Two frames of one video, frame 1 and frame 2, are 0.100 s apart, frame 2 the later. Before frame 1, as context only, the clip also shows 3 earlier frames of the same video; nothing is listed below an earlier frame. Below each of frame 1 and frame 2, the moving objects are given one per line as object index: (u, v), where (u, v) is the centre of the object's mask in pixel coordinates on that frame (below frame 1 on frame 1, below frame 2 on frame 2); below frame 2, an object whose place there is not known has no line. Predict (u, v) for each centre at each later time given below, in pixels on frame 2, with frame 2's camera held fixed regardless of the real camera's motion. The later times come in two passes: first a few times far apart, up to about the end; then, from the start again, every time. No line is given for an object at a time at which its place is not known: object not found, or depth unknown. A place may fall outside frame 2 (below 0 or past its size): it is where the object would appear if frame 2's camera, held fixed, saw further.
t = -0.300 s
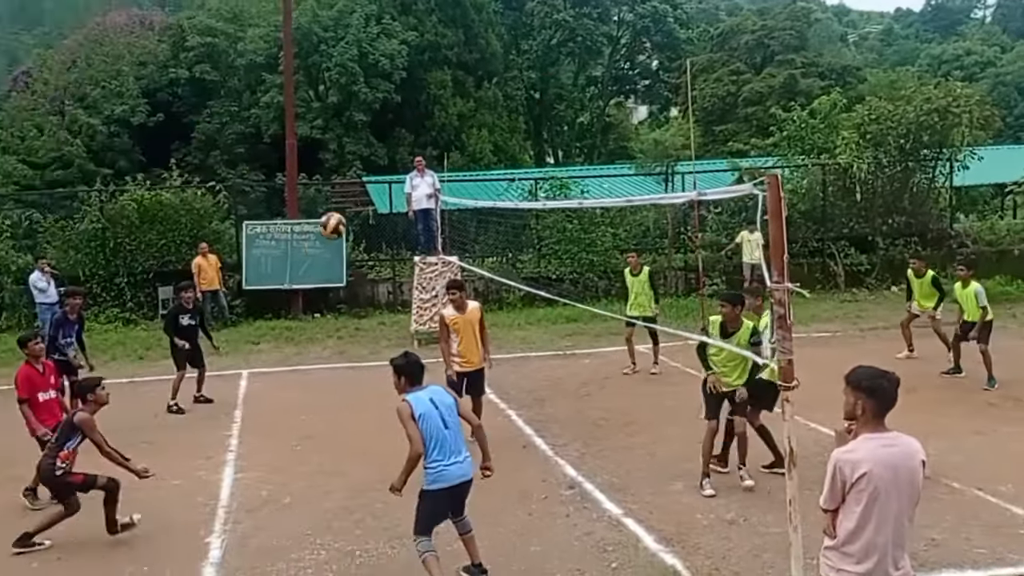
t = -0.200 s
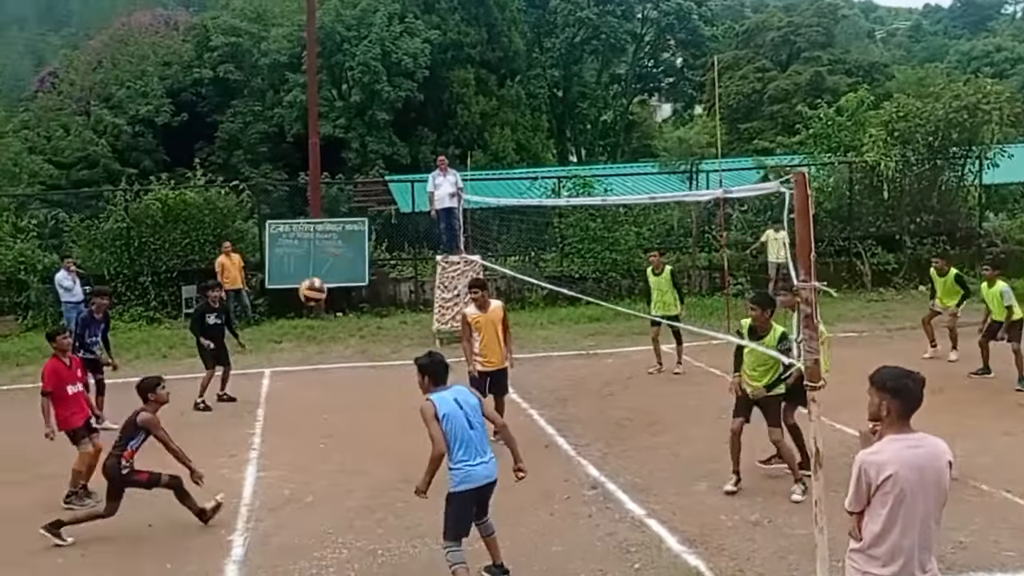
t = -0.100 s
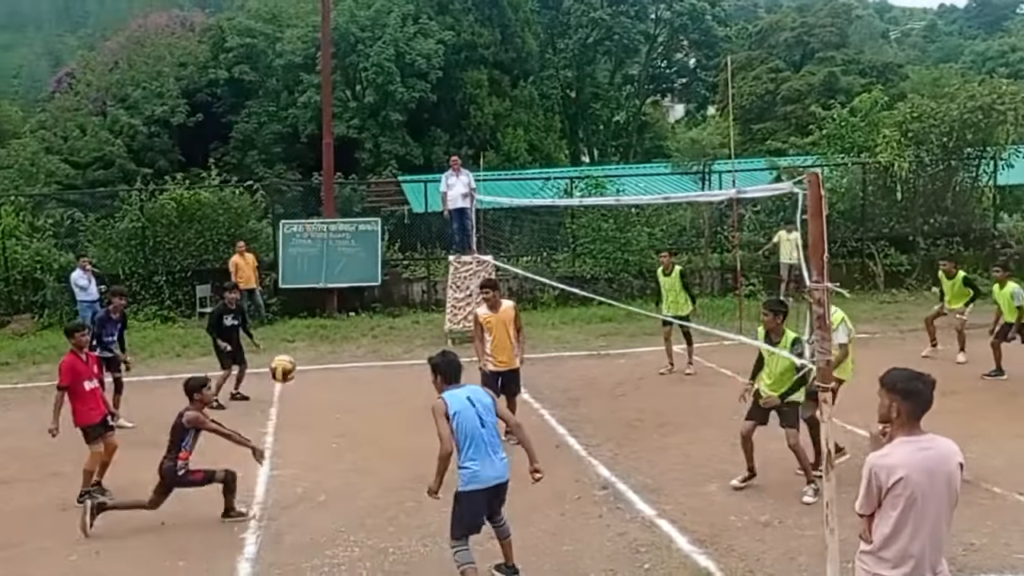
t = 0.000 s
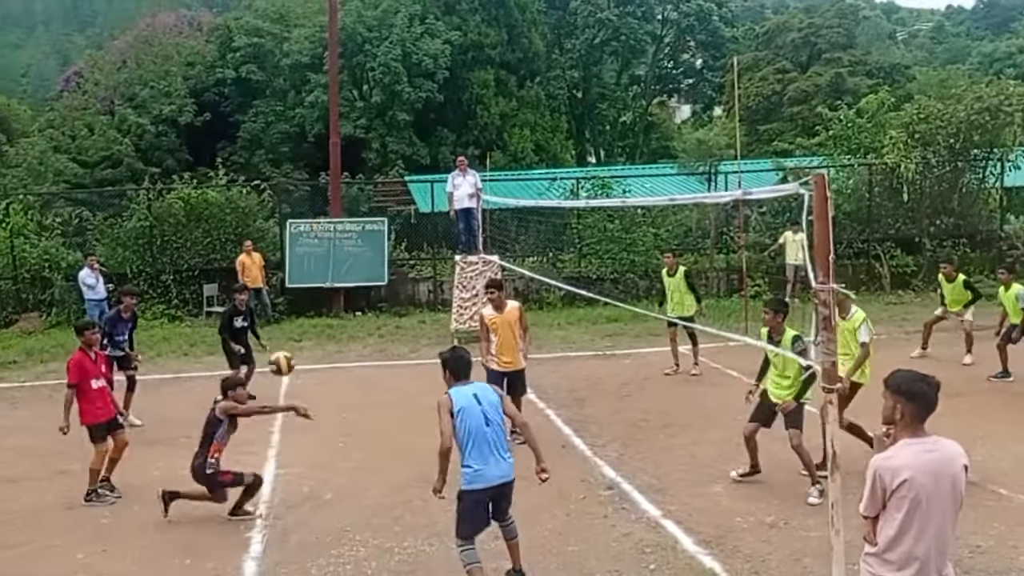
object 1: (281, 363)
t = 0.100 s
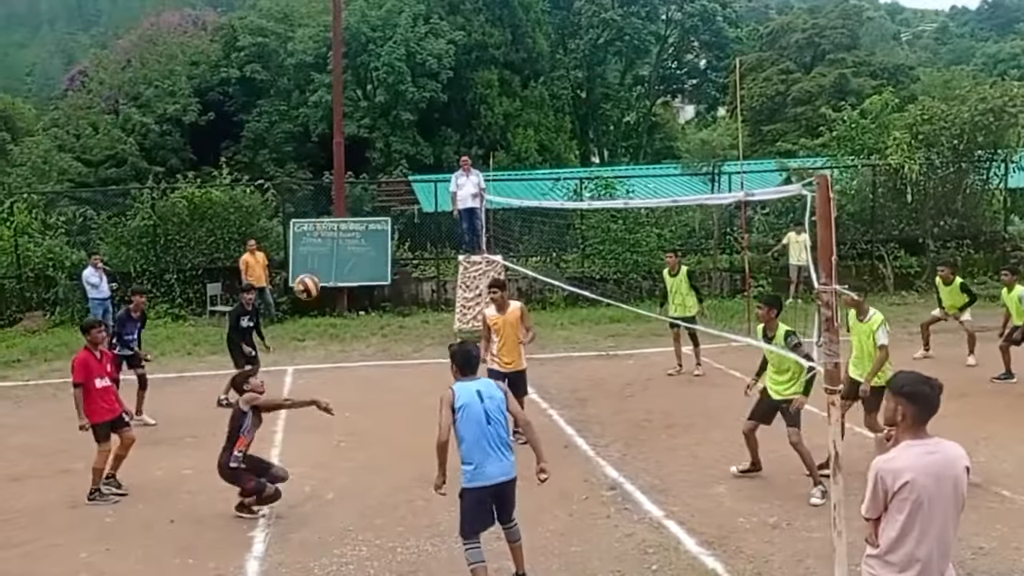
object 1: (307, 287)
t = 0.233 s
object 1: (334, 211)
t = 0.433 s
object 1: (370, 144)
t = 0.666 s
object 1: (410, 123)
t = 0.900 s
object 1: (446, 155)
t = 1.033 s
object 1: (465, 192)
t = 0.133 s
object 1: (313, 265)
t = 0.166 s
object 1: (320, 246)
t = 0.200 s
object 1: (327, 227)
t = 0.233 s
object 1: (334, 211)
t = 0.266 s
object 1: (340, 196)
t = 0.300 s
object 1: (347, 182)
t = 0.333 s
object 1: (353, 170)
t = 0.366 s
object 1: (359, 160)
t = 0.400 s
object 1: (365, 151)
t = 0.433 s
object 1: (370, 144)
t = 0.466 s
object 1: (377, 137)
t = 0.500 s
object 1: (383, 132)
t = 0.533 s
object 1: (389, 128)
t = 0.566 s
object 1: (395, 125)
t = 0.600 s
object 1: (400, 123)
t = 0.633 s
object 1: (405, 122)
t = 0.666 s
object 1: (410, 123)
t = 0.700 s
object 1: (416, 125)
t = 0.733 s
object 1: (421, 128)
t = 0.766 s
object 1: (426, 131)
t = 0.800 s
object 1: (432, 136)
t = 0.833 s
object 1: (437, 141)
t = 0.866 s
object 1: (442, 147)
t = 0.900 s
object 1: (446, 155)
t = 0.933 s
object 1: (450, 162)
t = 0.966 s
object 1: (455, 171)
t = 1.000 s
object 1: (460, 181)
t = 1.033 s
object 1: (465, 192)
